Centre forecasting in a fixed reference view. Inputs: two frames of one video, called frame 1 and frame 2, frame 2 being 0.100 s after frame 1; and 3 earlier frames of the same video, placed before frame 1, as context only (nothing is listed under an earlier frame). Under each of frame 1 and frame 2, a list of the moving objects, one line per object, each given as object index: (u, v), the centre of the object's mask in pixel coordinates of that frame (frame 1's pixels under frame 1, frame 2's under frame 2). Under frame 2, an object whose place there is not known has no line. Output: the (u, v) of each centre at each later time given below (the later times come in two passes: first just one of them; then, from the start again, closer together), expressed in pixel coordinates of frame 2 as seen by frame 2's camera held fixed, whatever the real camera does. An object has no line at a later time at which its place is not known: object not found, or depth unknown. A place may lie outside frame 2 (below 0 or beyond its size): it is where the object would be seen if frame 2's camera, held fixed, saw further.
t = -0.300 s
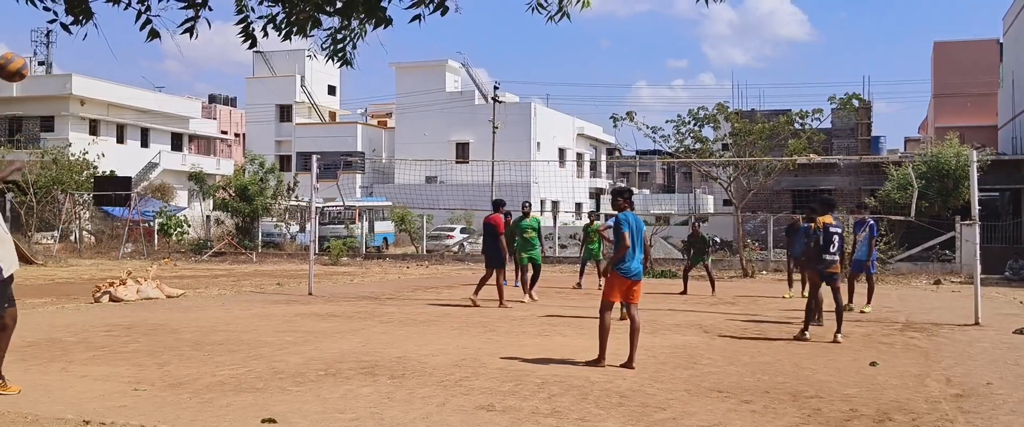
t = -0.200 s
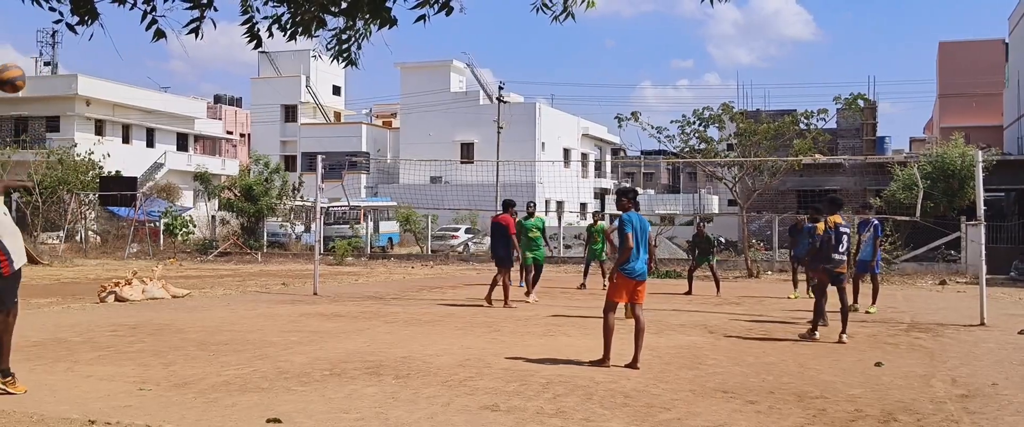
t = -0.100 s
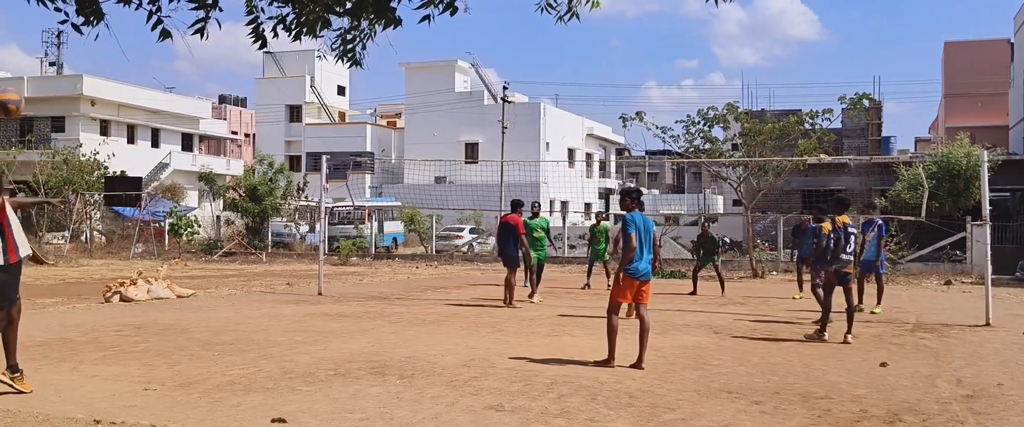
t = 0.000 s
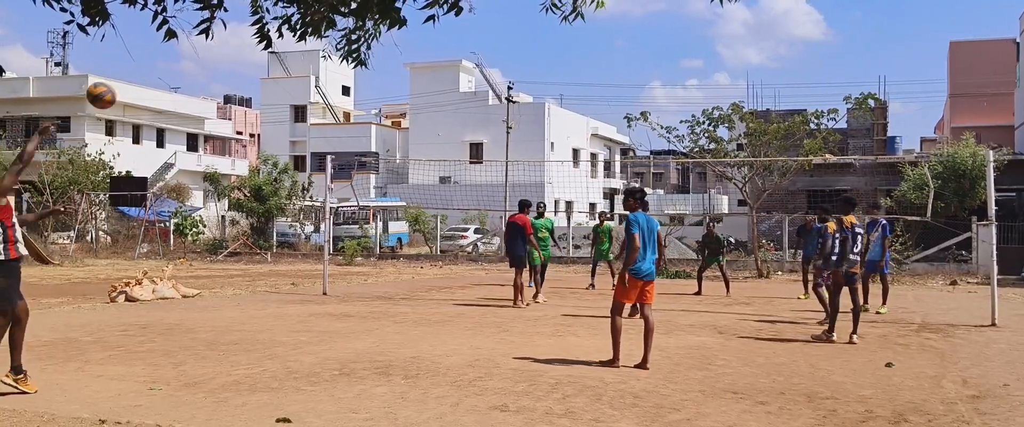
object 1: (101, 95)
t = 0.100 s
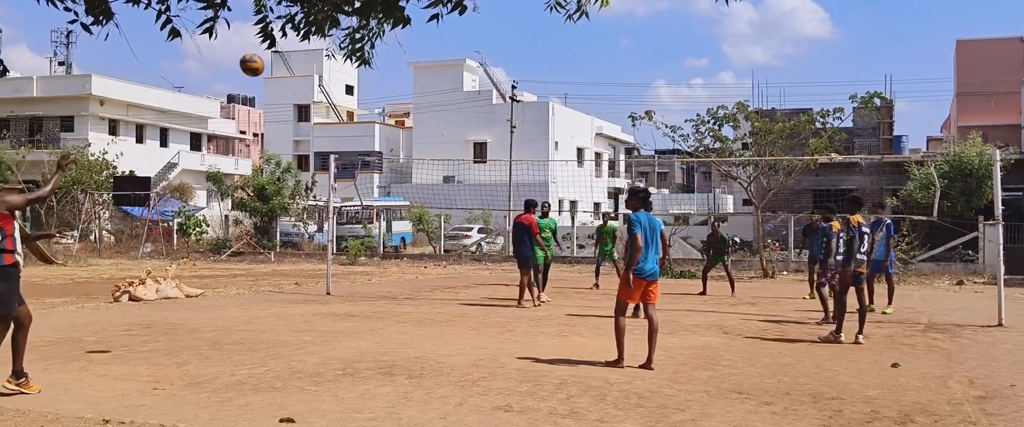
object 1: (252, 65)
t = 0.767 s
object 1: (641, 170)
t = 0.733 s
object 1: (632, 162)
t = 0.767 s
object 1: (641, 170)
